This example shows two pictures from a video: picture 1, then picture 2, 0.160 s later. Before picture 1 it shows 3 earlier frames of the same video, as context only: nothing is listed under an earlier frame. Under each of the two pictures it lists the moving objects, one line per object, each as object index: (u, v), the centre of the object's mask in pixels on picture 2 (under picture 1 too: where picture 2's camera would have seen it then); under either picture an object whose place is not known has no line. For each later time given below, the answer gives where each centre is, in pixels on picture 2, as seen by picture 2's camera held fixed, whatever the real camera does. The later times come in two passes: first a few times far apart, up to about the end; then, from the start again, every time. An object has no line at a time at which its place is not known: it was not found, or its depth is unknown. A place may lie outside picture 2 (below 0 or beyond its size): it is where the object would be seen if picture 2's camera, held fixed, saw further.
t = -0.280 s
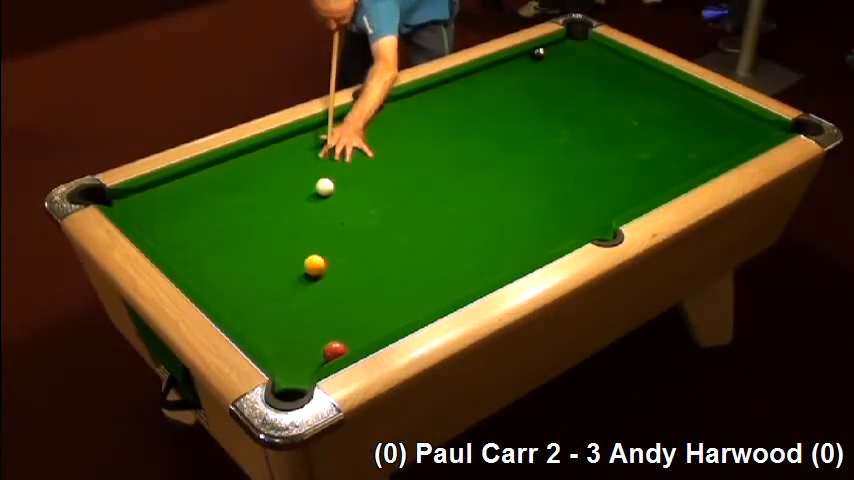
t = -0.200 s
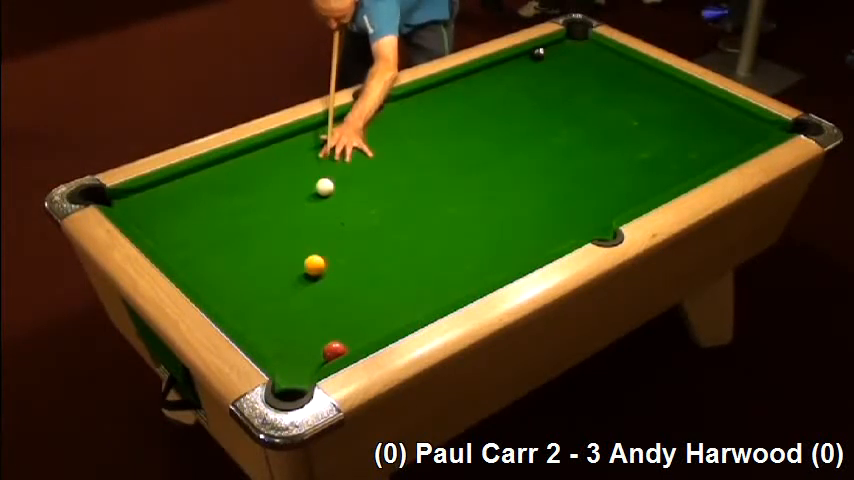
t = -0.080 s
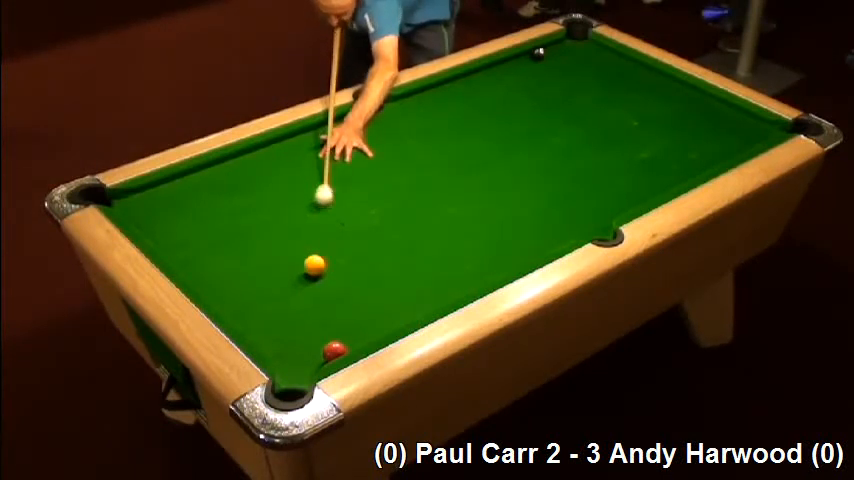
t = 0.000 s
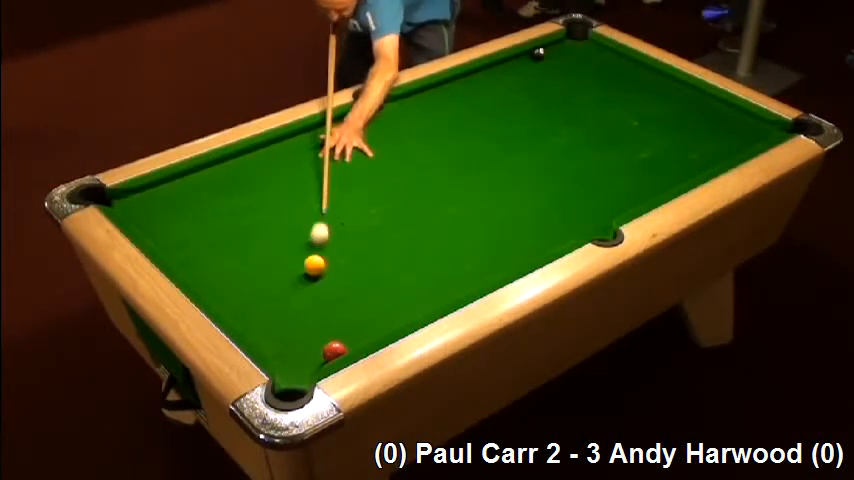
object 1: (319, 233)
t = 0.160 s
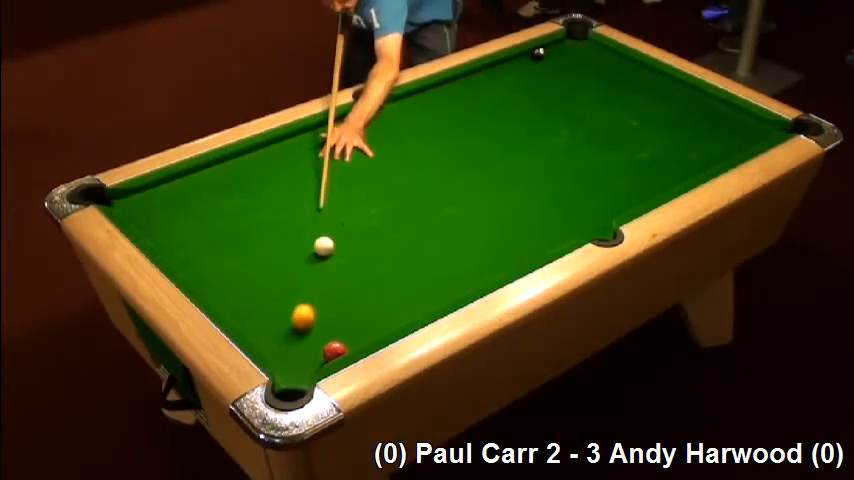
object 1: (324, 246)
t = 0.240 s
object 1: (327, 237)
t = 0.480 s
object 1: (338, 214)
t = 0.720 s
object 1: (346, 194)
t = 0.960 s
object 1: (354, 176)
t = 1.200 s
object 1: (361, 160)
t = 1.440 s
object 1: (367, 146)
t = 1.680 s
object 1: (372, 134)
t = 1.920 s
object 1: (376, 122)
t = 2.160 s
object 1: (380, 113)
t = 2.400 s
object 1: (382, 105)
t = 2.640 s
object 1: (384, 100)
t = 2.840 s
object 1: (381, 102)
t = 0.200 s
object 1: (326, 242)
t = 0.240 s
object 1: (327, 237)
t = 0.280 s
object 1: (329, 233)
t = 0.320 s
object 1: (331, 229)
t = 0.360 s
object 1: (333, 226)
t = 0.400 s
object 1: (334, 222)
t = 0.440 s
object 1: (336, 218)
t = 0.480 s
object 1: (338, 214)
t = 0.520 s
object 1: (339, 211)
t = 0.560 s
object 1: (341, 207)
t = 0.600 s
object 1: (342, 204)
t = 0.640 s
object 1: (344, 200)
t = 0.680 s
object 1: (345, 197)
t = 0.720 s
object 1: (346, 194)
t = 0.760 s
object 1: (348, 190)
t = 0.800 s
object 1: (349, 187)
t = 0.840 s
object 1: (350, 184)
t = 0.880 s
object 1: (352, 182)
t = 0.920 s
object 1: (353, 179)
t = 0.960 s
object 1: (354, 176)
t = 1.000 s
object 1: (356, 173)
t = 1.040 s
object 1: (357, 170)
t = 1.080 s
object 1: (358, 168)
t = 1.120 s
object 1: (359, 165)
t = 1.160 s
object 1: (360, 162)
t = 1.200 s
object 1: (361, 160)
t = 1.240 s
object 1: (362, 157)
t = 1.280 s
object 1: (363, 155)
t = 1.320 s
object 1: (364, 152)
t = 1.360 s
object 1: (365, 150)
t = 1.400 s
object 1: (366, 148)
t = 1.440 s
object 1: (367, 146)
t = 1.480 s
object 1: (368, 144)
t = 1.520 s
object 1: (369, 142)
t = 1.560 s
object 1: (369, 140)
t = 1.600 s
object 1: (370, 137)
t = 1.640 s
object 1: (371, 135)
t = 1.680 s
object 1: (372, 134)
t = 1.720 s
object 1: (373, 132)
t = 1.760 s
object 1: (373, 130)
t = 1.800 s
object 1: (374, 128)
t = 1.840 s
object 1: (375, 126)
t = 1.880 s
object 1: (375, 124)
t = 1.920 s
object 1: (376, 122)
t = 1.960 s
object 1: (377, 121)
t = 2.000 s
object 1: (377, 119)
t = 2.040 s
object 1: (378, 118)
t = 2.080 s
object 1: (378, 116)
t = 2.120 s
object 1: (379, 114)
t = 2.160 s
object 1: (380, 113)
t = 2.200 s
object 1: (380, 111)
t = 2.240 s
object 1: (380, 110)
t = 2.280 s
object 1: (381, 108)
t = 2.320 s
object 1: (381, 107)
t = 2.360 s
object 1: (382, 106)
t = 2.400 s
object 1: (382, 105)
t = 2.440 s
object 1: (383, 103)
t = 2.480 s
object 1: (383, 102)
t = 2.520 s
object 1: (384, 100)
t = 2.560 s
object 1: (384, 99)
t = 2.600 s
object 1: (384, 99)
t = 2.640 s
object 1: (384, 100)
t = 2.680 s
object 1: (384, 100)
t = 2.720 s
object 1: (383, 101)
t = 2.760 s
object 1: (383, 101)
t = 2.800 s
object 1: (382, 101)
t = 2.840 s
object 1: (381, 102)
